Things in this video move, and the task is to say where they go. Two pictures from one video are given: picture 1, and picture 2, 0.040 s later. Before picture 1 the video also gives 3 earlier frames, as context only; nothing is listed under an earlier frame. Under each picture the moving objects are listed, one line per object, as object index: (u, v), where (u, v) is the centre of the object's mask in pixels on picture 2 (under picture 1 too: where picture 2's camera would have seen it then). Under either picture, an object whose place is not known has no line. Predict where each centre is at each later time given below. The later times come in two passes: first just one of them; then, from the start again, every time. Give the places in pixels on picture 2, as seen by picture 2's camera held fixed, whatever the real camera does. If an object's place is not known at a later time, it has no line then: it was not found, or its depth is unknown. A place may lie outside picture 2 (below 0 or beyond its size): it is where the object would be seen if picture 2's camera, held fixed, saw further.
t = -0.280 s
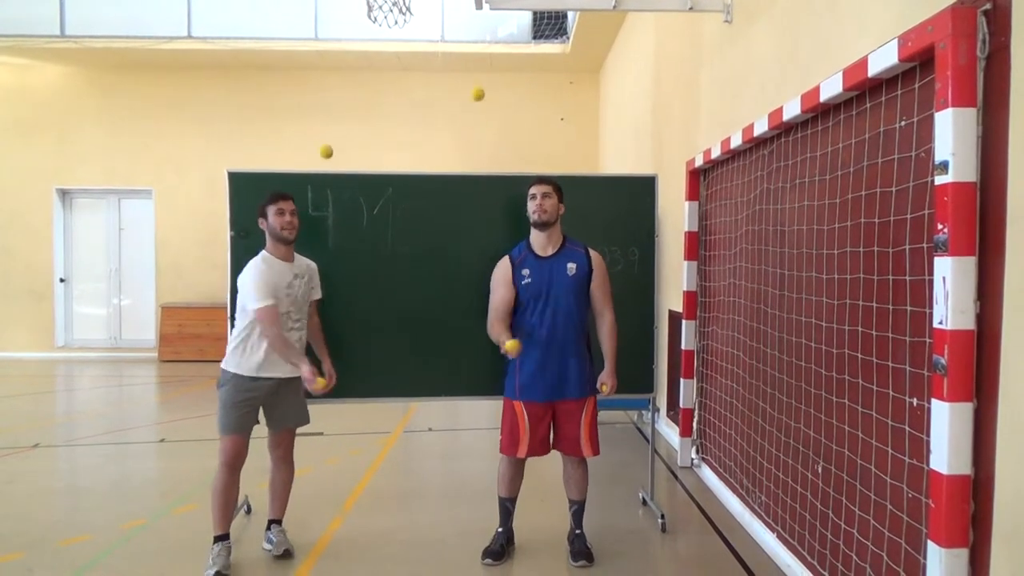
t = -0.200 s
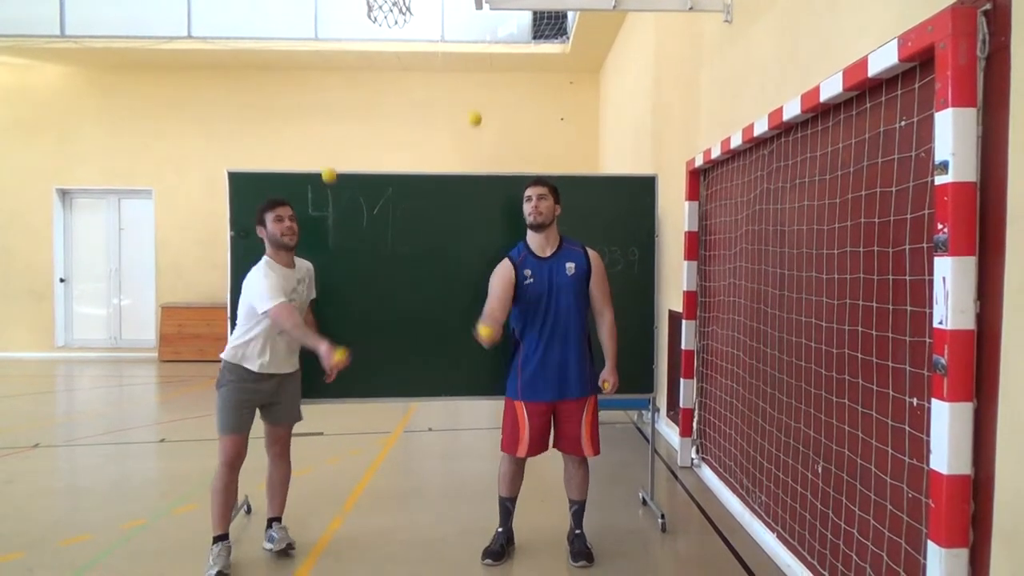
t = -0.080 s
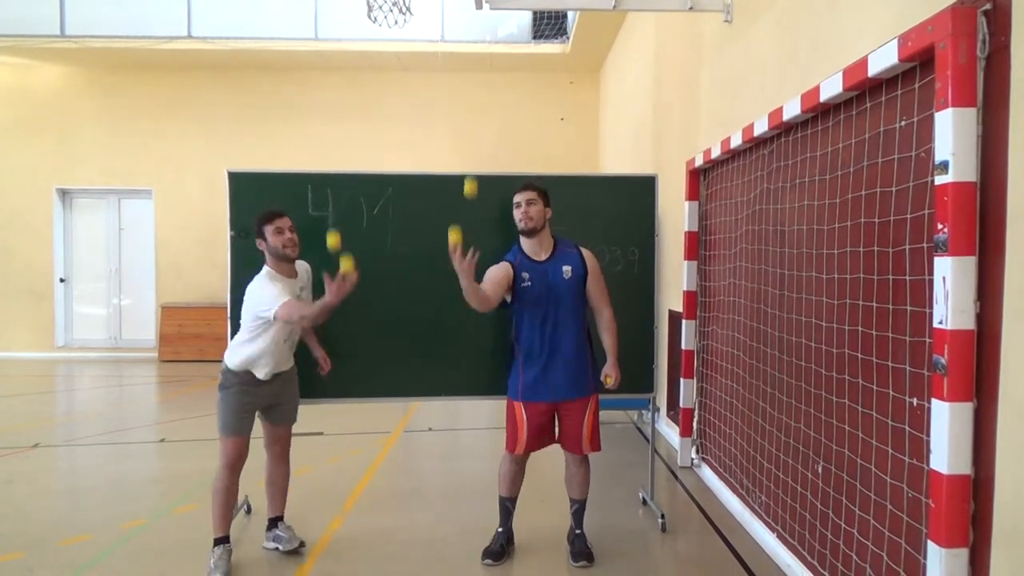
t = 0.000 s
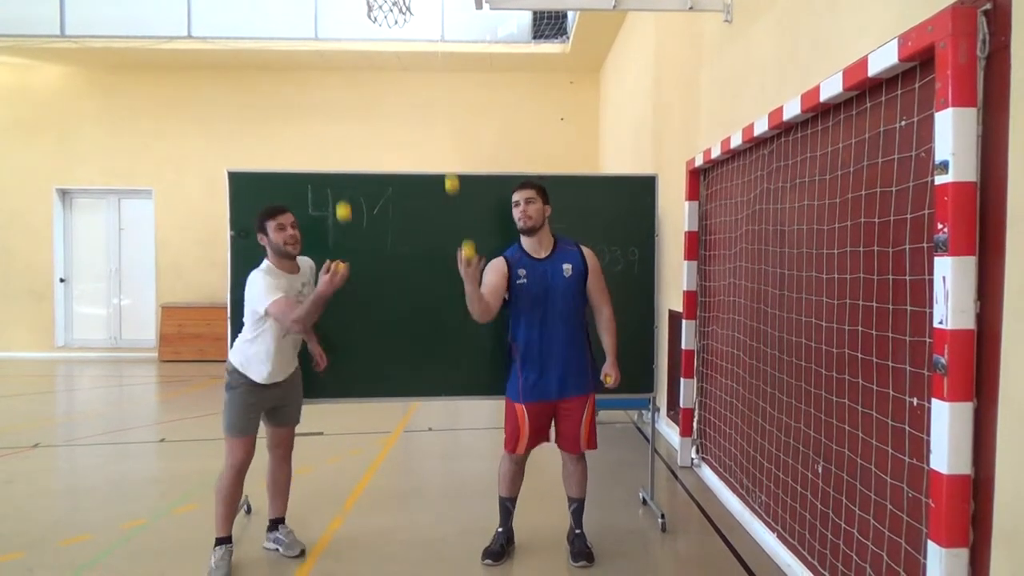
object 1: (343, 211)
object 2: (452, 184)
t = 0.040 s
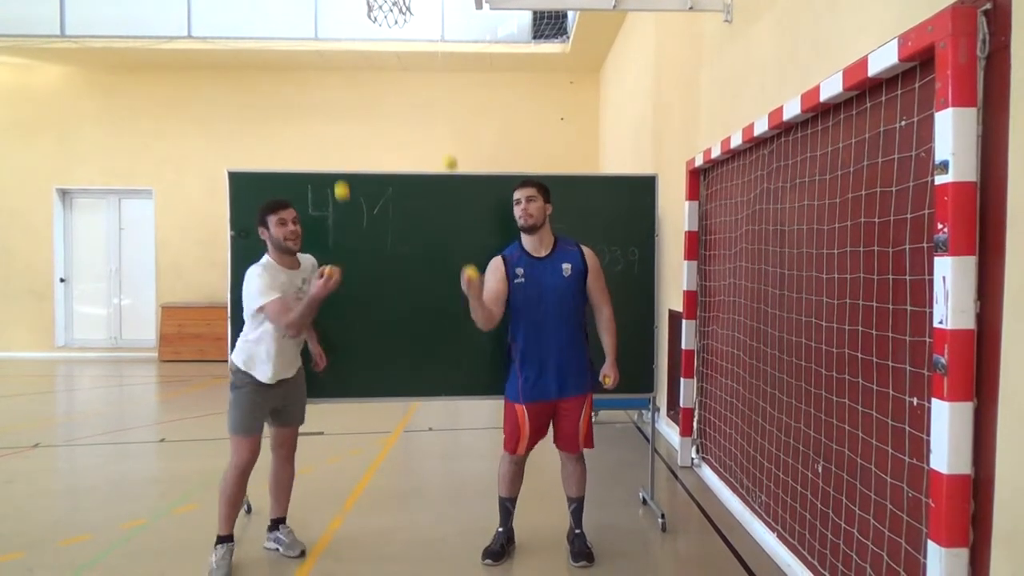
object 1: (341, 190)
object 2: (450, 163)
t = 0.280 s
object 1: (331, 152)
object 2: (441, 127)
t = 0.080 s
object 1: (340, 175)
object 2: (449, 147)
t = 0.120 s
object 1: (338, 162)
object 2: (447, 135)
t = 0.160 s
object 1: (336, 153)
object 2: (445, 127)
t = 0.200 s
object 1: (335, 149)
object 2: (444, 123)
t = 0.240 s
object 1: (333, 149)
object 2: (442, 123)
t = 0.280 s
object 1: (331, 152)
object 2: (441, 127)
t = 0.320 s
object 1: (330, 161)
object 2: (439, 134)
